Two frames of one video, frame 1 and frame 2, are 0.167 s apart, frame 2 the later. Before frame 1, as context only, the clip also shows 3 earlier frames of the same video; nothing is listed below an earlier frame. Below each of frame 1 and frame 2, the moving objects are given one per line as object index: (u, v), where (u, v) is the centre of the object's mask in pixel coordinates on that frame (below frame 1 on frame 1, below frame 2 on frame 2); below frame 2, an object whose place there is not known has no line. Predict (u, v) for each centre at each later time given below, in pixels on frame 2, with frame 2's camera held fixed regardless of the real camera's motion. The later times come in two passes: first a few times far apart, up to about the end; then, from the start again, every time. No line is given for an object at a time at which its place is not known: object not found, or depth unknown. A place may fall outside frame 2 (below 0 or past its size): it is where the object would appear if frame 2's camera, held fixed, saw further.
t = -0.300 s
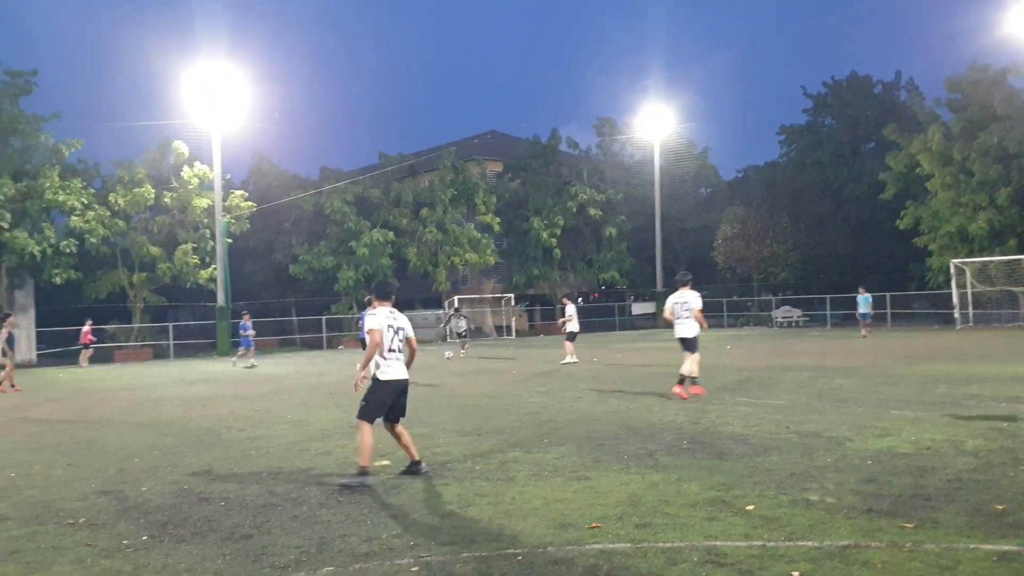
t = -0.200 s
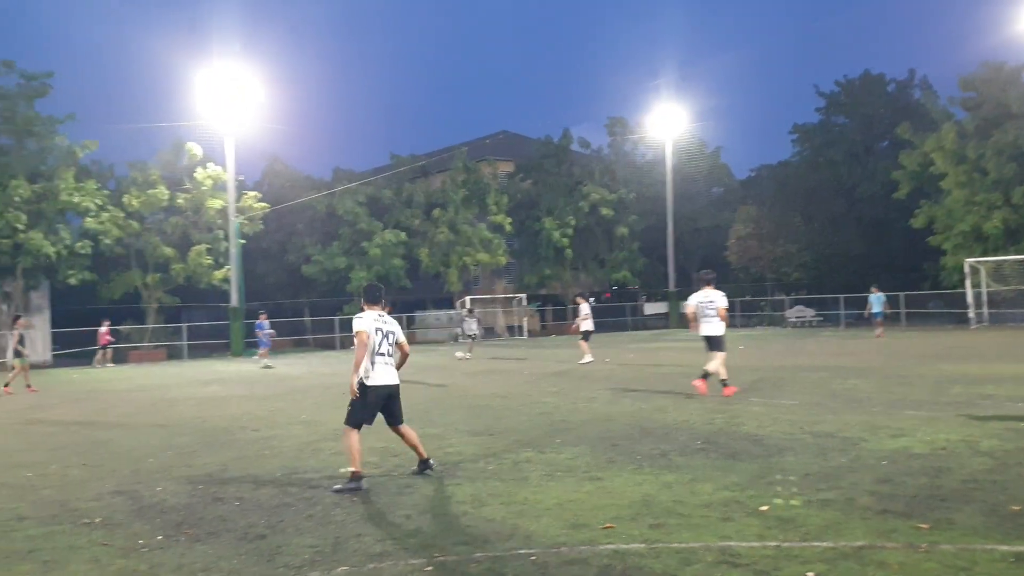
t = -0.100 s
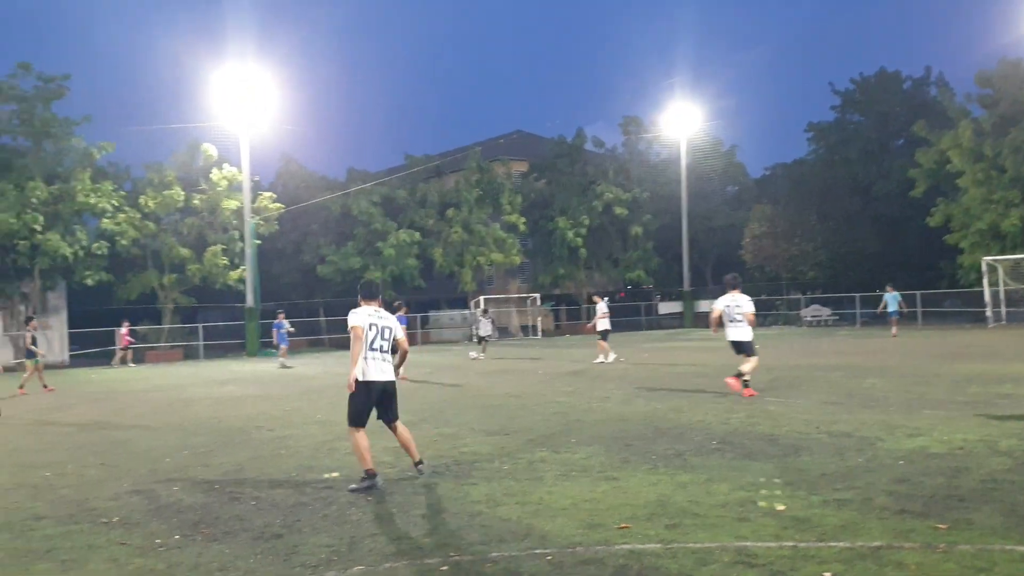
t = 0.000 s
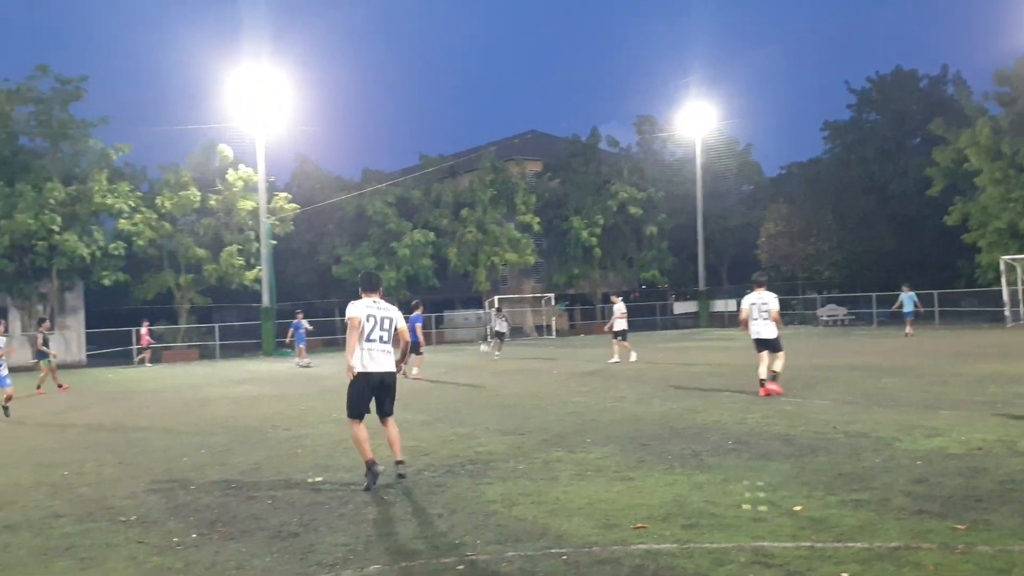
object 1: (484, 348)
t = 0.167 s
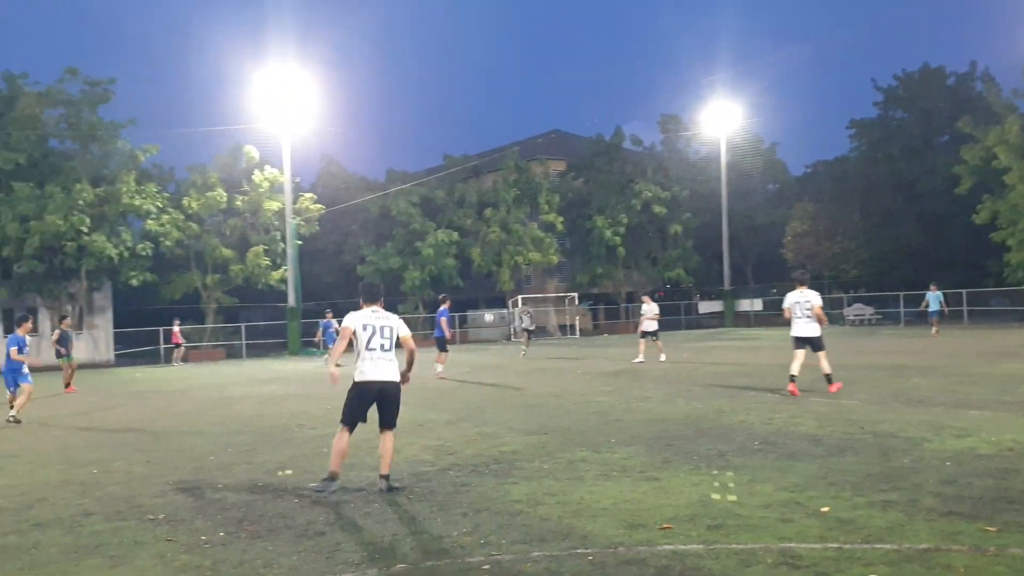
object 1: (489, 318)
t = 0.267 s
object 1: (477, 300)
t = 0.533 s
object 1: (441, 257)
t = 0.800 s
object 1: (399, 225)
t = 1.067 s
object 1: (341, 216)
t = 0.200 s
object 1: (485, 311)
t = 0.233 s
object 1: (481, 306)
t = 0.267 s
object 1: (477, 300)
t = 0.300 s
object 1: (473, 294)
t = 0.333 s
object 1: (468, 289)
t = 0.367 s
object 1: (464, 283)
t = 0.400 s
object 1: (459, 278)
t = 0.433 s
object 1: (455, 272)
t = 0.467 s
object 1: (451, 267)
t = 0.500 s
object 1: (446, 262)
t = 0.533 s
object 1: (441, 257)
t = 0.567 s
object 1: (437, 252)
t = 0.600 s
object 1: (432, 247)
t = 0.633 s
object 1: (427, 243)
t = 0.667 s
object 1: (422, 239)
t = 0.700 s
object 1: (416, 235)
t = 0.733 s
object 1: (411, 231)
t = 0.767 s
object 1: (405, 228)
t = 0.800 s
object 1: (399, 225)
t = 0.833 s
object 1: (393, 222)
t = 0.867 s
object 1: (387, 219)
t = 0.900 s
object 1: (380, 218)
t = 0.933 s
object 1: (373, 216)
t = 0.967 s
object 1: (365, 215)
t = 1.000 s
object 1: (358, 215)
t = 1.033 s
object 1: (350, 215)
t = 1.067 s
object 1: (341, 216)
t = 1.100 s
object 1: (331, 217)
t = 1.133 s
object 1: (322, 220)
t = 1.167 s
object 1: (311, 223)
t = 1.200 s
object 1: (299, 228)
